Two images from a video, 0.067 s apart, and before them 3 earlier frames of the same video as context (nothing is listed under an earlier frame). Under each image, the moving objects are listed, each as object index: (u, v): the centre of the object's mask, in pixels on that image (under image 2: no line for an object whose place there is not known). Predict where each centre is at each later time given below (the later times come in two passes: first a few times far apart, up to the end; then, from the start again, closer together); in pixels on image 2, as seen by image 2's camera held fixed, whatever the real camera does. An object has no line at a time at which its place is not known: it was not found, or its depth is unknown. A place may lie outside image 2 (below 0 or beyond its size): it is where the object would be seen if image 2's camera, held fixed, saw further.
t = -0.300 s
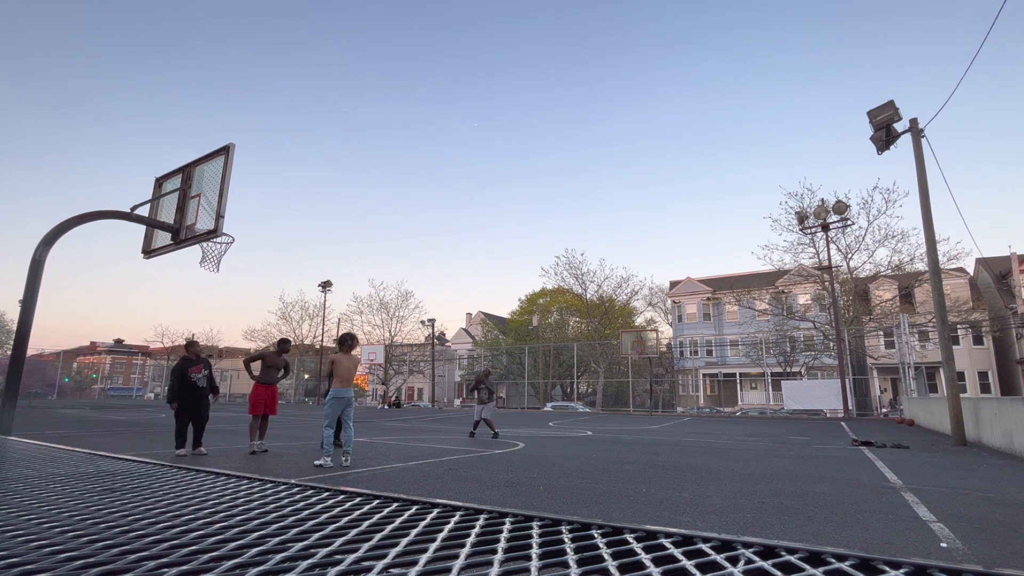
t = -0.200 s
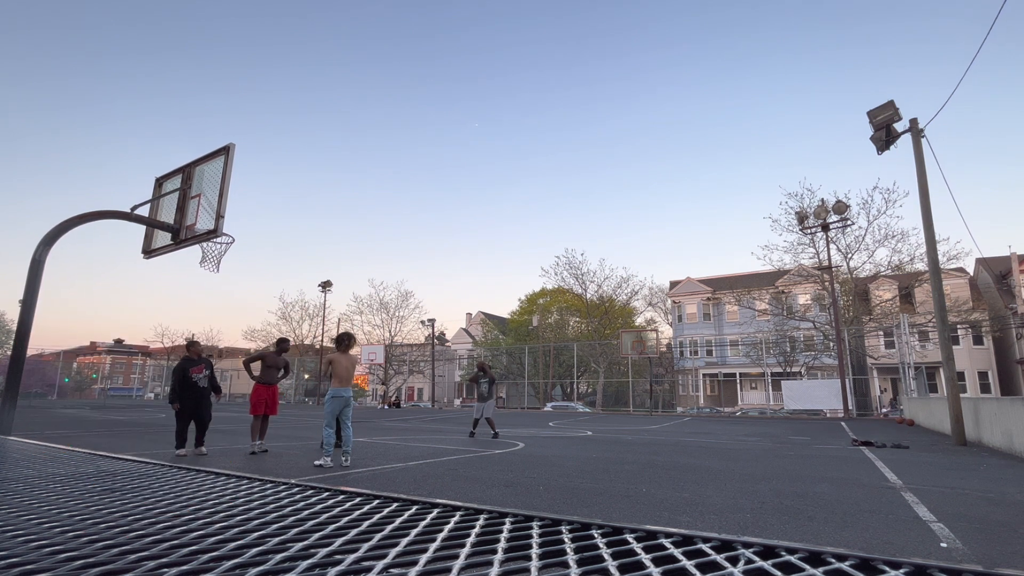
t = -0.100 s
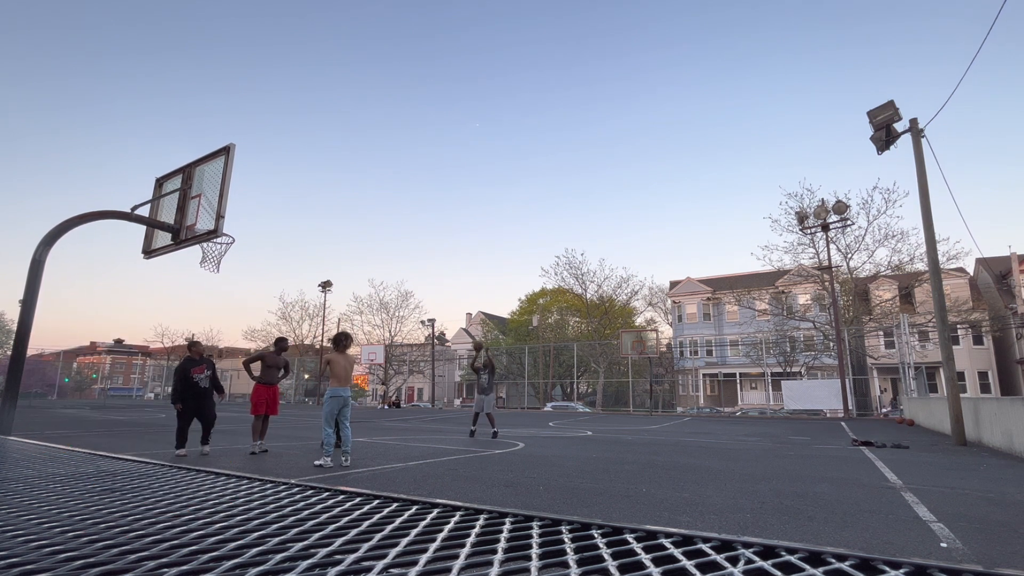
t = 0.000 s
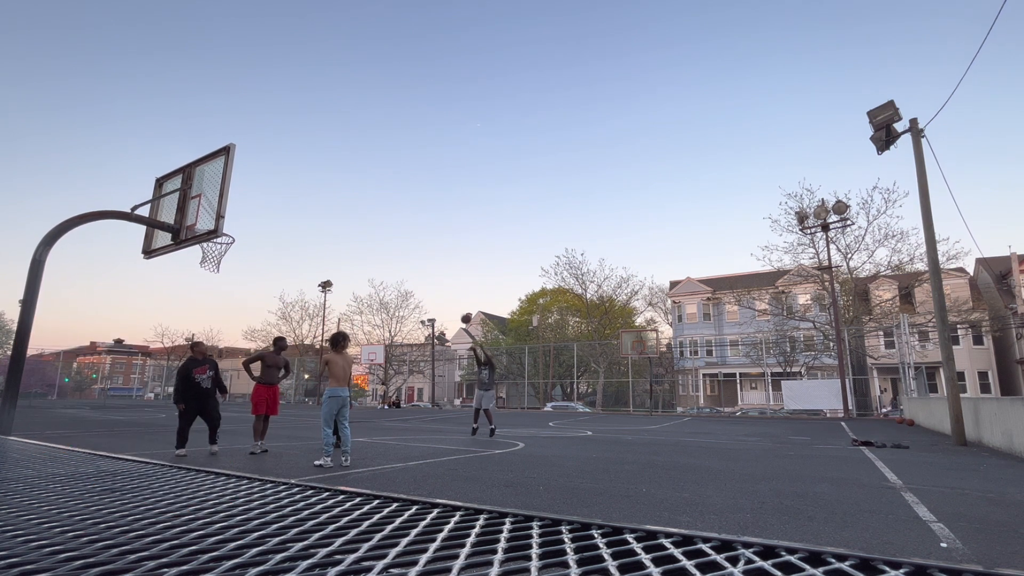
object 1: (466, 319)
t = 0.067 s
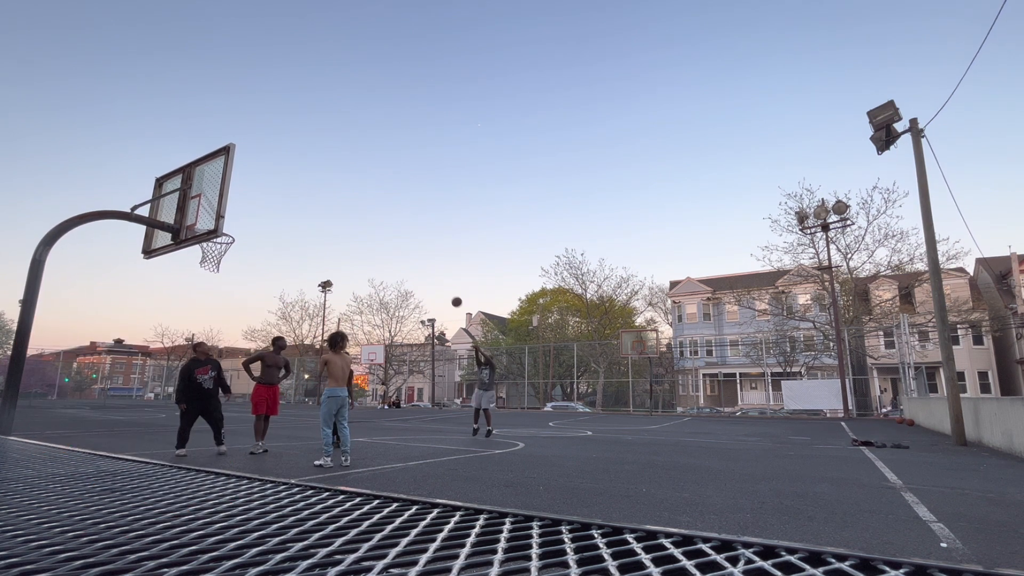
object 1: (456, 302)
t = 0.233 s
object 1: (431, 265)
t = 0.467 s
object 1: (389, 227)
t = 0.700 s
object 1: (335, 210)
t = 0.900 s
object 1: (274, 217)
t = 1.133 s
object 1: (228, 247)
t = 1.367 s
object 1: (207, 317)
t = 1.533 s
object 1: (180, 421)
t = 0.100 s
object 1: (452, 294)
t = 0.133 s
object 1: (447, 286)
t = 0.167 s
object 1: (442, 279)
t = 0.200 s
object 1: (437, 272)
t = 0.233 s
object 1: (431, 265)
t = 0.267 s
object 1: (426, 258)
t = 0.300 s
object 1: (420, 252)
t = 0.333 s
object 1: (414, 246)
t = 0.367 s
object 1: (408, 241)
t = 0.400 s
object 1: (402, 236)
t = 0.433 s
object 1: (396, 231)
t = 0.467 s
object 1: (389, 227)
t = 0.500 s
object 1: (382, 223)
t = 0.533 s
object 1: (375, 220)
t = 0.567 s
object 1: (368, 217)
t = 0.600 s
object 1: (360, 214)
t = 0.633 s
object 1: (352, 212)
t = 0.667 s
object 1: (344, 211)
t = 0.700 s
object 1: (335, 210)
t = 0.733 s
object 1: (326, 209)
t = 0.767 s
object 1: (317, 209)
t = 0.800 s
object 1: (307, 210)
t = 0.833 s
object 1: (297, 212)
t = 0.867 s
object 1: (286, 214)
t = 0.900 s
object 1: (274, 217)
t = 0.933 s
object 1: (263, 221)
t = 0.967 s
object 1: (250, 226)
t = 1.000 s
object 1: (237, 231)
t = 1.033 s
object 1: (232, 235)
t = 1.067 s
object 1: (231, 238)
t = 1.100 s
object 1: (229, 242)
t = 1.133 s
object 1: (228, 247)
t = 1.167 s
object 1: (225, 253)
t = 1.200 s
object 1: (223, 260)
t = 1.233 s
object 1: (220, 269)
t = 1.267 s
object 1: (217, 279)
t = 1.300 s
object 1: (214, 290)
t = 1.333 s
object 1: (211, 303)
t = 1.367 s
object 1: (207, 317)
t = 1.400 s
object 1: (202, 333)
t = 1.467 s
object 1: (192, 371)
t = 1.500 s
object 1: (187, 395)
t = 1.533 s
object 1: (180, 421)
